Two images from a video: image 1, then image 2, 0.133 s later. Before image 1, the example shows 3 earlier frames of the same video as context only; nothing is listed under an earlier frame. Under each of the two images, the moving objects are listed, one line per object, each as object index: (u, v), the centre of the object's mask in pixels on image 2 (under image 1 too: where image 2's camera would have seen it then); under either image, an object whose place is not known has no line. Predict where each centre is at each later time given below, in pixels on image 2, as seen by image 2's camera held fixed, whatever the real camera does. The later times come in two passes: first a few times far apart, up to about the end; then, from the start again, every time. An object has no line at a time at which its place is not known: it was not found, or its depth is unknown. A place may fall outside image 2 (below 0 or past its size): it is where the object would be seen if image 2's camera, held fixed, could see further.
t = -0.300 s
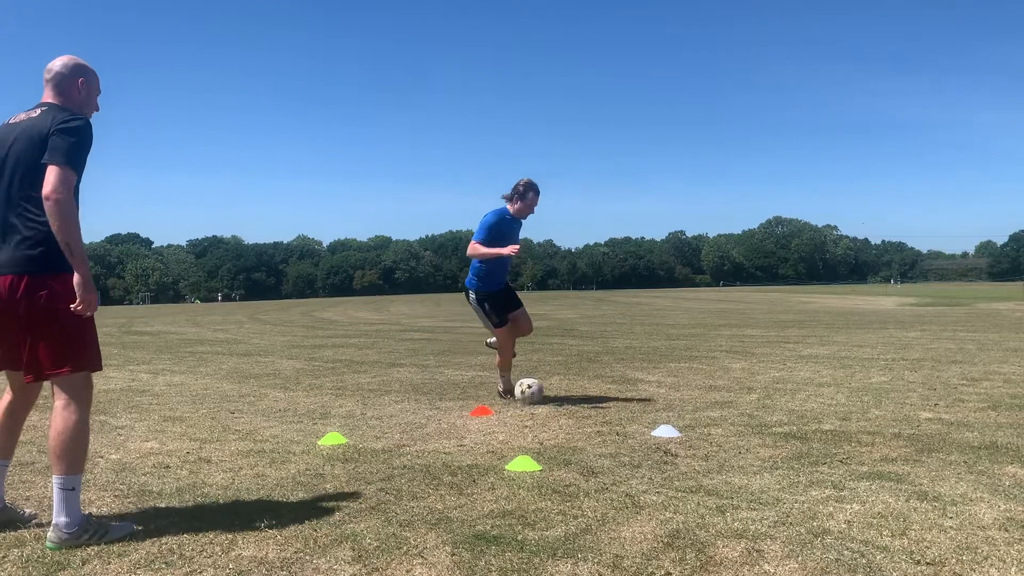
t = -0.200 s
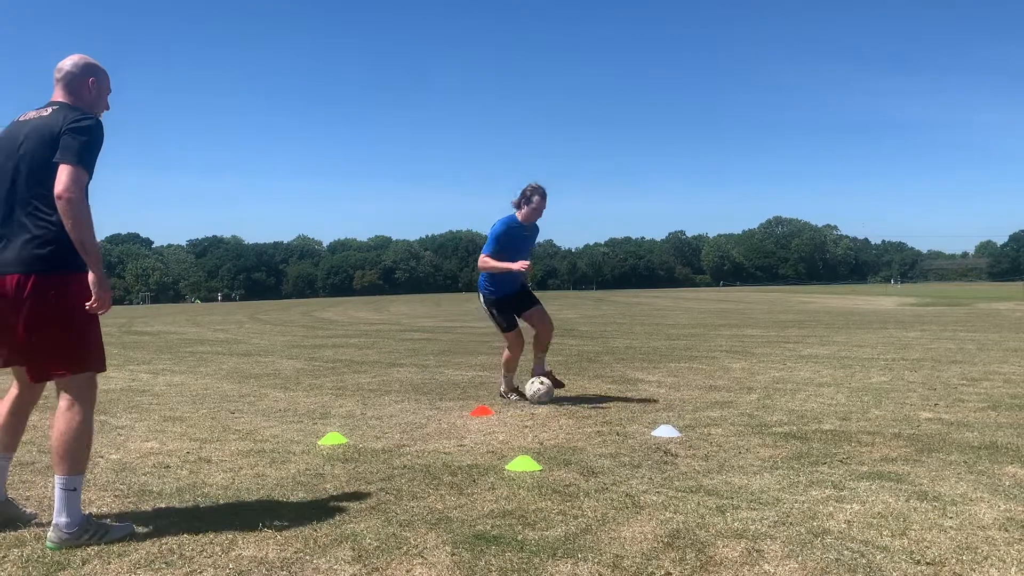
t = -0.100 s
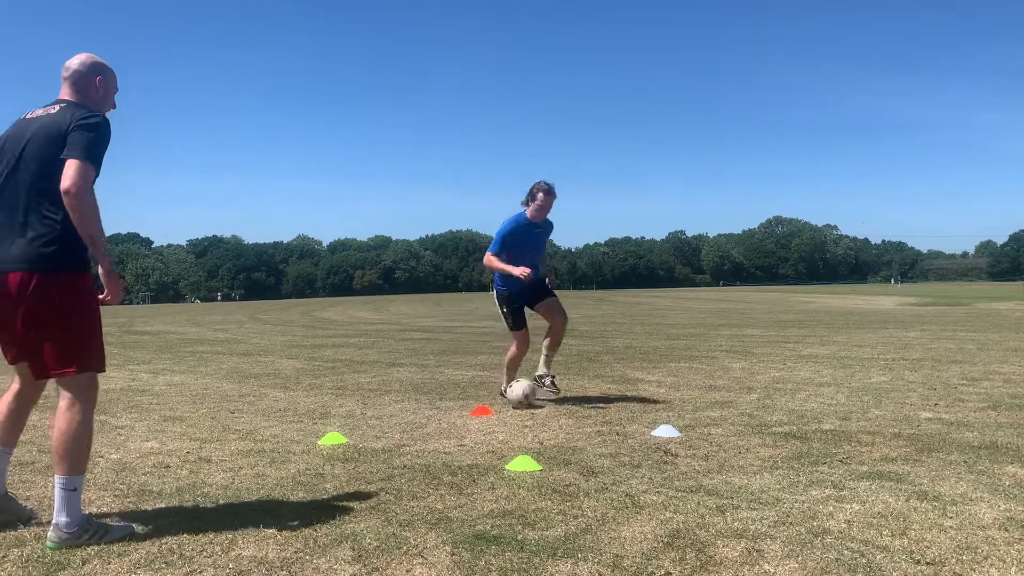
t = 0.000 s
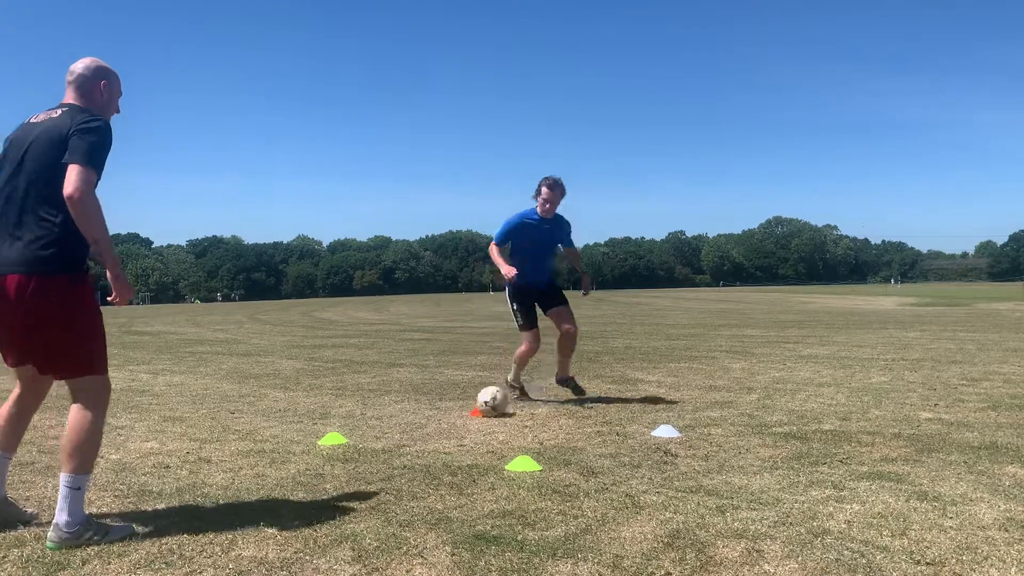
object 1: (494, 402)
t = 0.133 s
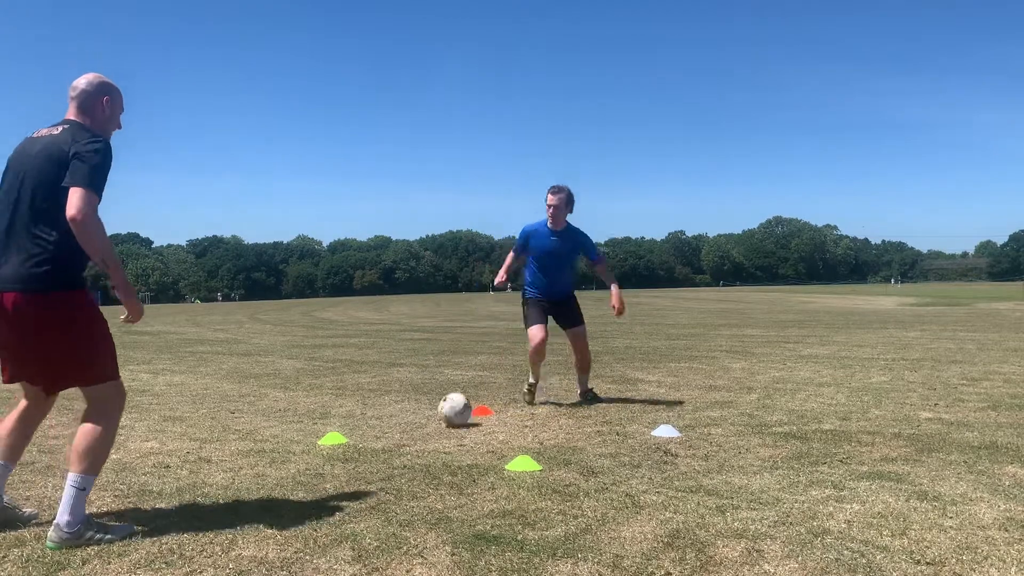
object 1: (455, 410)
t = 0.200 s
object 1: (438, 414)
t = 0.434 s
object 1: (382, 425)
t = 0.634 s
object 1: (331, 436)
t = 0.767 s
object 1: (295, 443)
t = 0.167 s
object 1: (446, 411)
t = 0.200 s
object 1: (438, 414)
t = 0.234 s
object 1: (430, 416)
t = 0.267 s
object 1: (422, 417)
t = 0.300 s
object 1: (414, 419)
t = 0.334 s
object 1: (406, 420)
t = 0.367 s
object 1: (398, 422)
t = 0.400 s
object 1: (390, 424)
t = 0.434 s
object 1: (382, 425)
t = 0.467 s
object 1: (375, 426)
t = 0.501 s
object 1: (367, 427)
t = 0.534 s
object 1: (358, 430)
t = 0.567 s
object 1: (349, 431)
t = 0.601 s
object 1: (340, 433)
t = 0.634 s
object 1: (331, 436)
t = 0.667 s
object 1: (322, 435)
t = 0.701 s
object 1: (314, 435)
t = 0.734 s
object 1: (305, 438)
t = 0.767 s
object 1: (295, 443)
